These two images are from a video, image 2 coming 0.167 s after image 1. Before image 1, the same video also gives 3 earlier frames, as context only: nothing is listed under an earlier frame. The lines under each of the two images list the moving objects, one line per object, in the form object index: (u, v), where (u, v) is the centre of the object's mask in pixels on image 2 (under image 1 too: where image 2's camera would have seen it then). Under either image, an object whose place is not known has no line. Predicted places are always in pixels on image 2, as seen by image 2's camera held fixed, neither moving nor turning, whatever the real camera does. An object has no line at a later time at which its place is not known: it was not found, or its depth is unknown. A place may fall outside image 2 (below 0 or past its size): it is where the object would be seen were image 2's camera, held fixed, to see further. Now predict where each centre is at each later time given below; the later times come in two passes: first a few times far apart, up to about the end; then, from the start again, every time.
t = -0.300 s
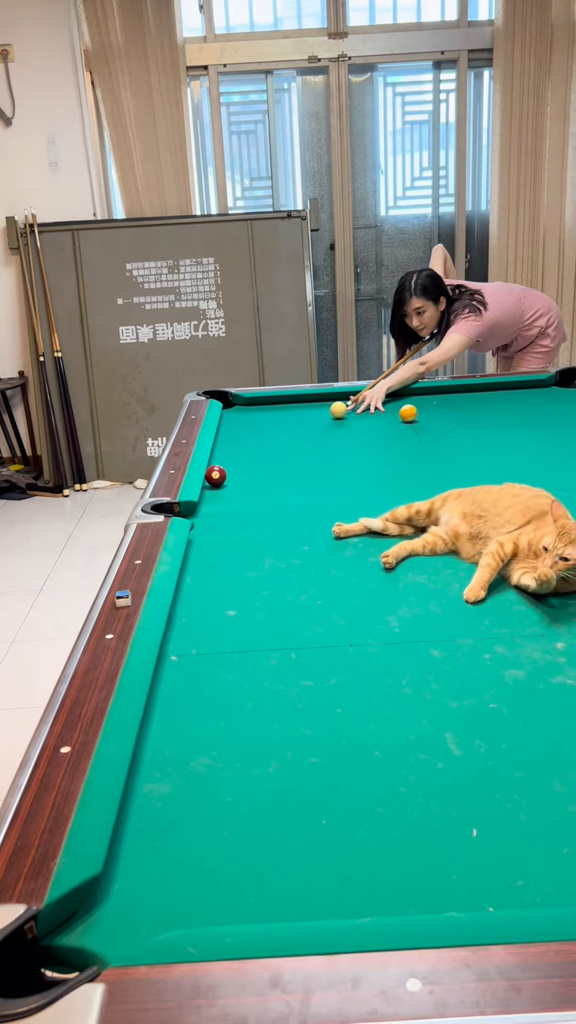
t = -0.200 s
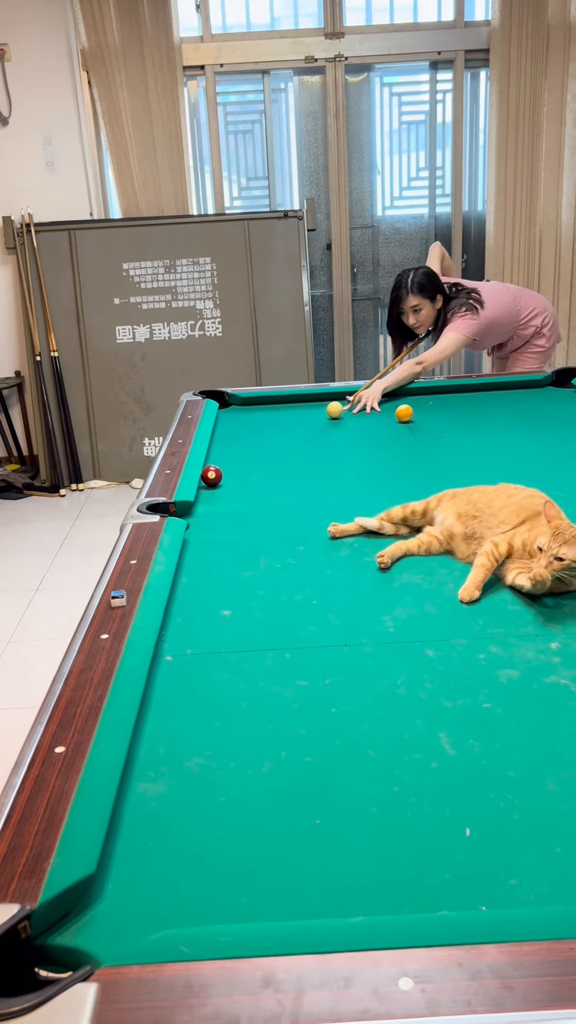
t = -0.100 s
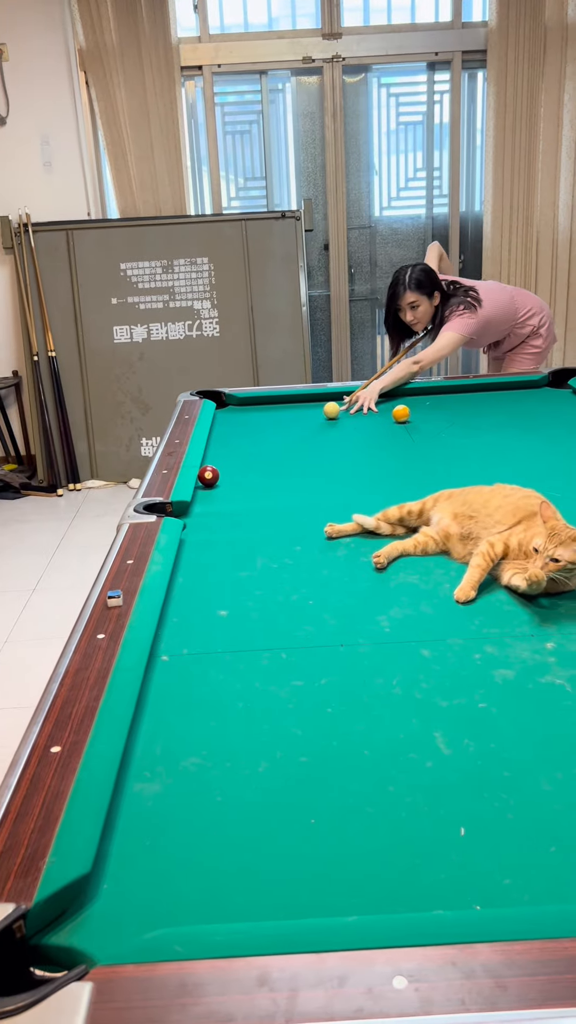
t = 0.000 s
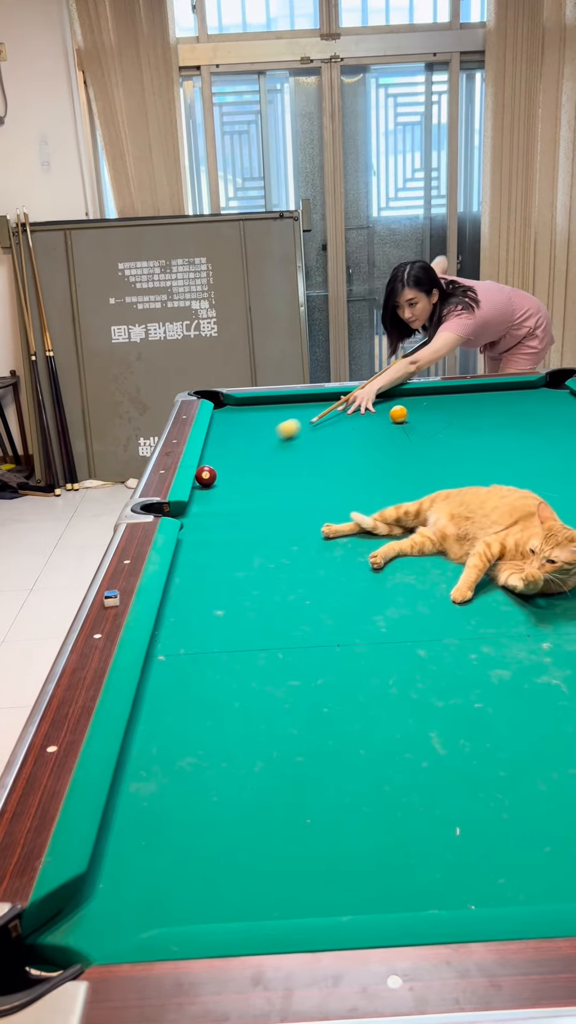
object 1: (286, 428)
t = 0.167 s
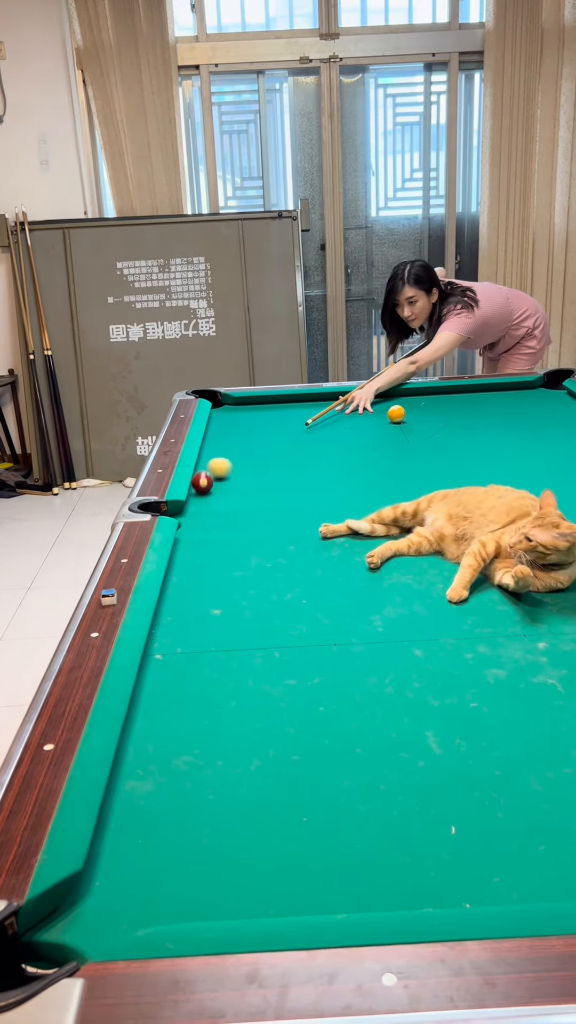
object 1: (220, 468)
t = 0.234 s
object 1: (248, 466)
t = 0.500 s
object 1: (338, 462)
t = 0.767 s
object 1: (422, 458)
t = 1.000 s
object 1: (495, 454)
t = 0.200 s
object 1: (234, 467)
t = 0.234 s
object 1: (248, 466)
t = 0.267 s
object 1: (261, 466)
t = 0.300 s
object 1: (273, 465)
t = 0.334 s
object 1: (284, 465)
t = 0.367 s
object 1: (295, 464)
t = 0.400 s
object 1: (306, 464)
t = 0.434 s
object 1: (316, 463)
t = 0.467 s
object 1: (327, 462)
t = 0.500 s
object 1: (338, 462)
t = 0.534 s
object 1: (348, 462)
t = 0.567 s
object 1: (359, 461)
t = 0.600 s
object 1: (370, 460)
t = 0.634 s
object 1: (380, 460)
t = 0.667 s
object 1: (391, 460)
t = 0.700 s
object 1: (401, 459)
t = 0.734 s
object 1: (412, 458)
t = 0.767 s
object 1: (422, 458)
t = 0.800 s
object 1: (433, 458)
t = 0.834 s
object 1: (443, 457)
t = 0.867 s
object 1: (454, 457)
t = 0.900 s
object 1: (464, 456)
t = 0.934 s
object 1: (475, 455)
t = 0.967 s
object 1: (485, 455)
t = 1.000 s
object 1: (495, 454)
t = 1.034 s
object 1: (506, 453)
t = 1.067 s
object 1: (516, 453)
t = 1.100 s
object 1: (526, 452)
